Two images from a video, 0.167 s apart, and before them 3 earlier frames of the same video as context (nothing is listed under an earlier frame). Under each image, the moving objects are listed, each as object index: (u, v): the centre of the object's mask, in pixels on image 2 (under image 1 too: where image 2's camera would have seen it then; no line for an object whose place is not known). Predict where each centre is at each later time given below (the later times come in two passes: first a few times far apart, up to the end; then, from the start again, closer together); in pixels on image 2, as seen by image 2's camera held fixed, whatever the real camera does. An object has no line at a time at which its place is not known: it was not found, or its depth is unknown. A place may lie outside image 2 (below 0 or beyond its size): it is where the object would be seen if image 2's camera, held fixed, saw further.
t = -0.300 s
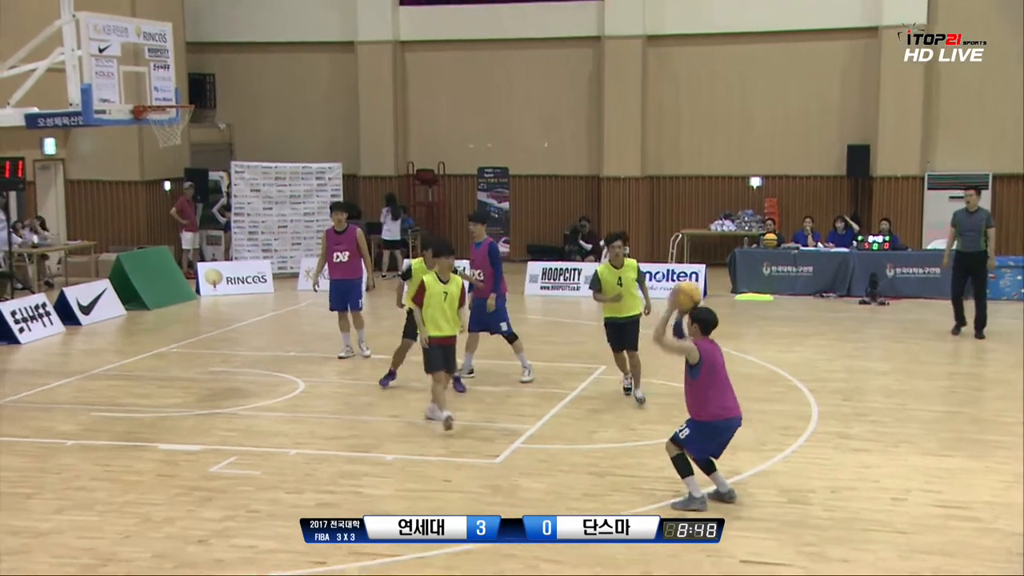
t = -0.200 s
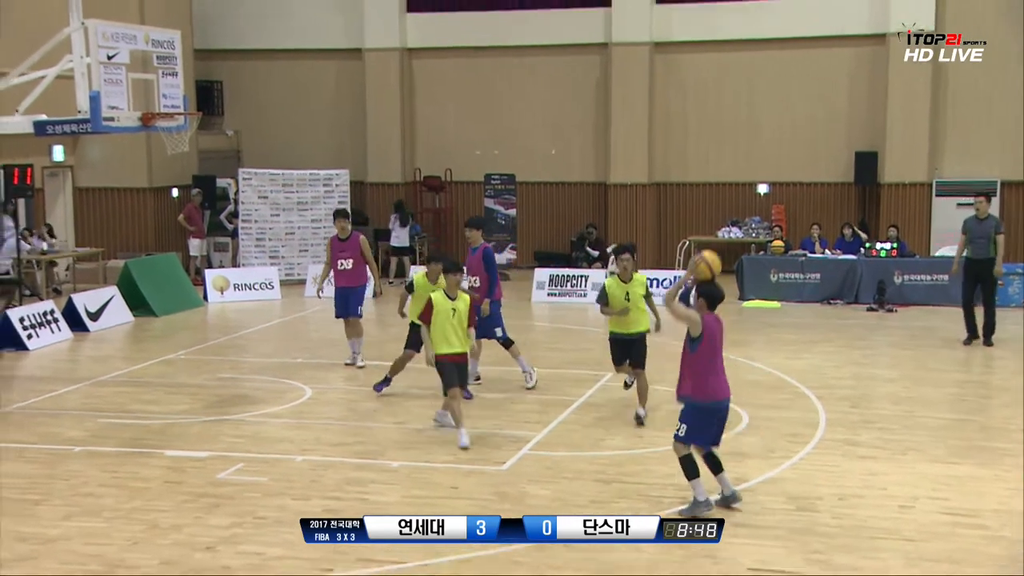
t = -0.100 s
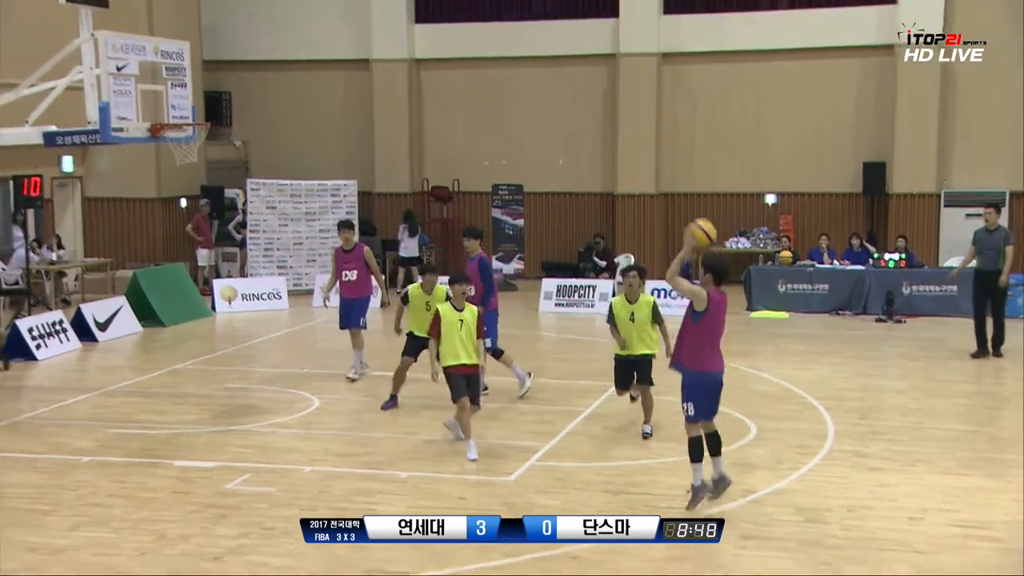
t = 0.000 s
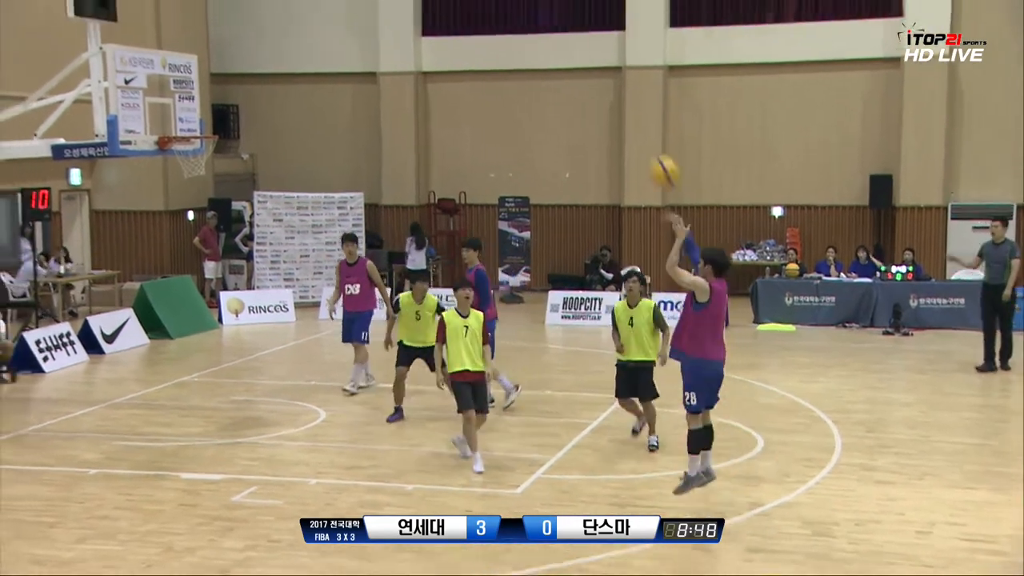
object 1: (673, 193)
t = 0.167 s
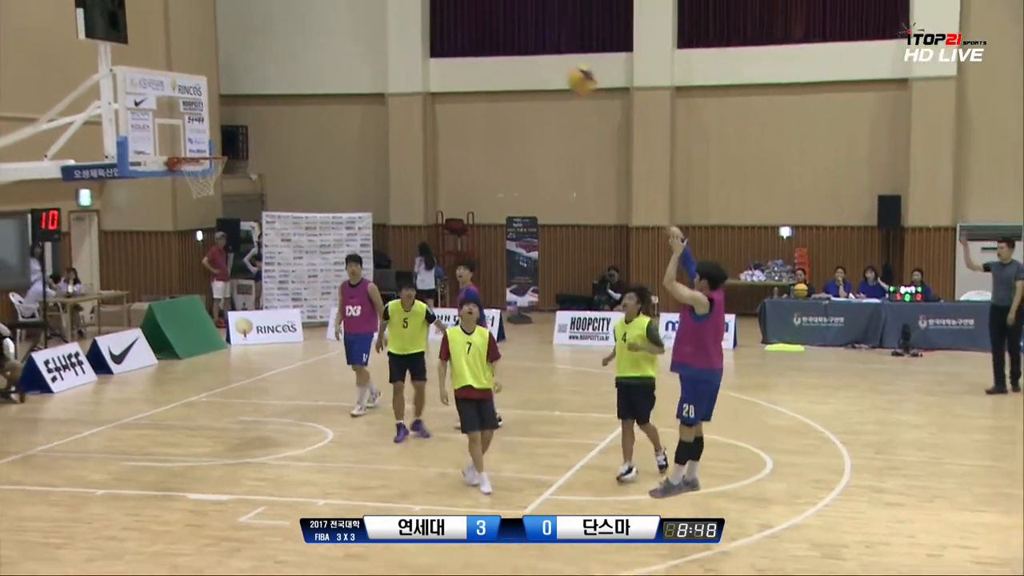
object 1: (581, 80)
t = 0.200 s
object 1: (563, 60)
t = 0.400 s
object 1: (470, -11)
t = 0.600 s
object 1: (388, -31)
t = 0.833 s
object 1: (306, 2)
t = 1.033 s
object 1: (242, 65)
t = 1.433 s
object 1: (240, 75)
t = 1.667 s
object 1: (299, 31)
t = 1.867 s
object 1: (347, 32)
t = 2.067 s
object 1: (394, 69)
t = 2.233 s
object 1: (431, 121)
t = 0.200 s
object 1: (563, 60)
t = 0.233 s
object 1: (547, 44)
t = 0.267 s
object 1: (532, 32)
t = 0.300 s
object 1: (516, 19)
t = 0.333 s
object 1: (500, 7)
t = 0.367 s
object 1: (485, -3)
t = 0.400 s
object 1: (470, -11)
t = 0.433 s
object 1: (455, -17)
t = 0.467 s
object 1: (442, -20)
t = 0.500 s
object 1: (428, -25)
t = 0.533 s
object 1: (413, -29)
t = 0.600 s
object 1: (388, -31)
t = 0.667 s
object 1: (363, -28)
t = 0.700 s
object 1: (351, -22)
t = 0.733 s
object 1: (340, -17)
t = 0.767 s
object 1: (328, -12)
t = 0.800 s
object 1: (317, -5)
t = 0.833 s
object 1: (306, 2)
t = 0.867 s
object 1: (296, 11)
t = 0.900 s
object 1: (284, 19)
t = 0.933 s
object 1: (272, 30)
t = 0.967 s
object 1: (262, 40)
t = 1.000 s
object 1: (253, 51)
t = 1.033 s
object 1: (242, 65)
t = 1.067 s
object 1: (232, 77)
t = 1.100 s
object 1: (223, 93)
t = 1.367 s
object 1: (222, 96)
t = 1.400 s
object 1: (231, 85)
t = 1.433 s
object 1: (240, 75)
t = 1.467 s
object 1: (248, 66)
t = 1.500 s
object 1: (255, 56)
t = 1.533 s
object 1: (264, 50)
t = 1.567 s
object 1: (273, 42)
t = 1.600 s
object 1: (281, 37)
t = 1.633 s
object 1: (289, 33)
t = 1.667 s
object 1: (299, 31)
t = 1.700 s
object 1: (307, 29)
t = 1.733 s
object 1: (314, 26)
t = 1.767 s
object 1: (322, 26)
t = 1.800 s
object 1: (331, 28)
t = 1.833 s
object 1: (339, 29)
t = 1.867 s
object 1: (347, 32)
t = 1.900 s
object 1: (355, 36)
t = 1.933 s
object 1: (363, 40)
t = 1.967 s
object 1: (371, 46)
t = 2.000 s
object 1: (379, 53)
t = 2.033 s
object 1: (386, 61)
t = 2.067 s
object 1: (394, 69)
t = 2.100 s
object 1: (401, 79)
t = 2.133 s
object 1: (408, 88)
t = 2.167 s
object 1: (416, 99)
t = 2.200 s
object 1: (424, 108)
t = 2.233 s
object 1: (431, 121)
